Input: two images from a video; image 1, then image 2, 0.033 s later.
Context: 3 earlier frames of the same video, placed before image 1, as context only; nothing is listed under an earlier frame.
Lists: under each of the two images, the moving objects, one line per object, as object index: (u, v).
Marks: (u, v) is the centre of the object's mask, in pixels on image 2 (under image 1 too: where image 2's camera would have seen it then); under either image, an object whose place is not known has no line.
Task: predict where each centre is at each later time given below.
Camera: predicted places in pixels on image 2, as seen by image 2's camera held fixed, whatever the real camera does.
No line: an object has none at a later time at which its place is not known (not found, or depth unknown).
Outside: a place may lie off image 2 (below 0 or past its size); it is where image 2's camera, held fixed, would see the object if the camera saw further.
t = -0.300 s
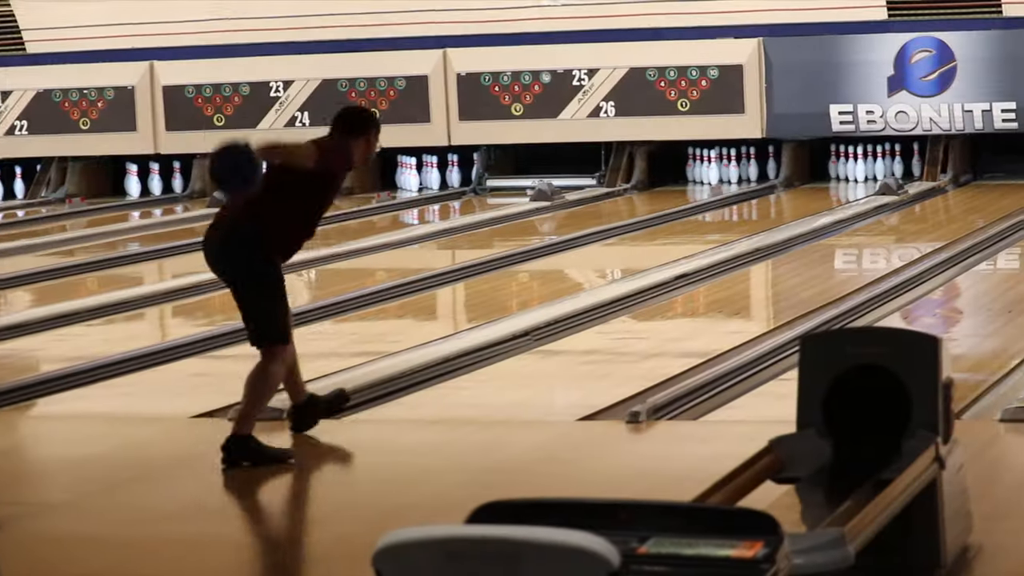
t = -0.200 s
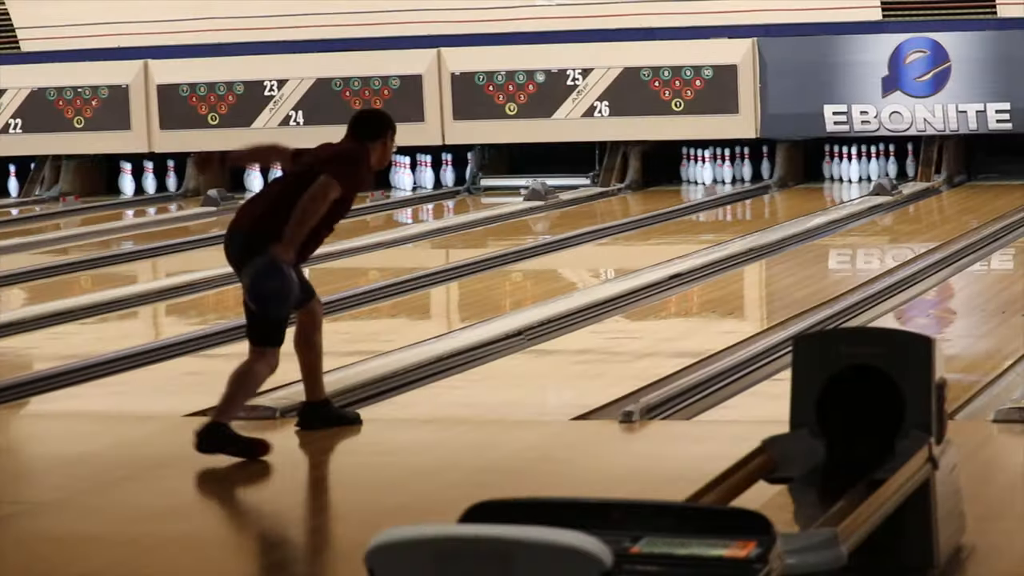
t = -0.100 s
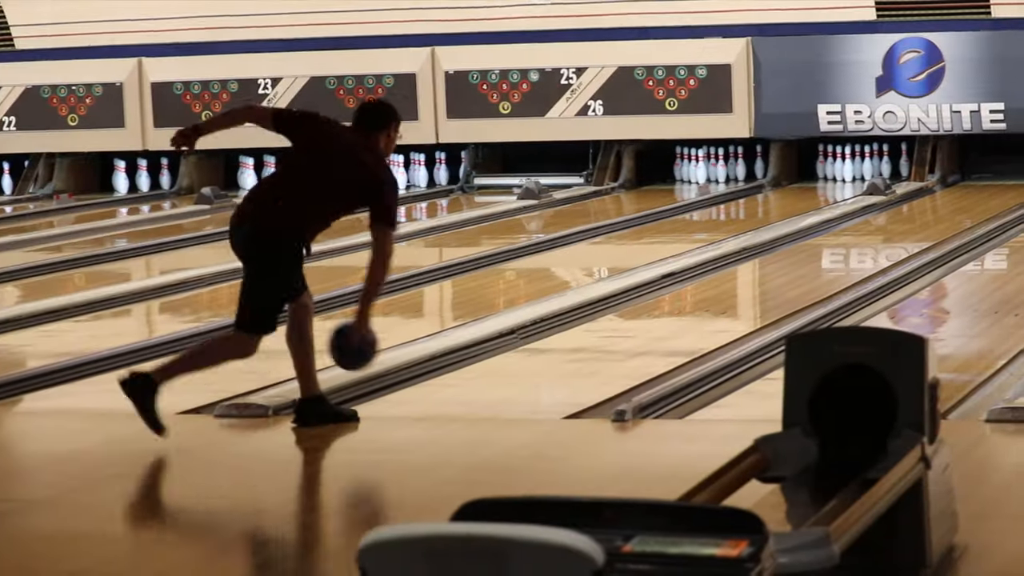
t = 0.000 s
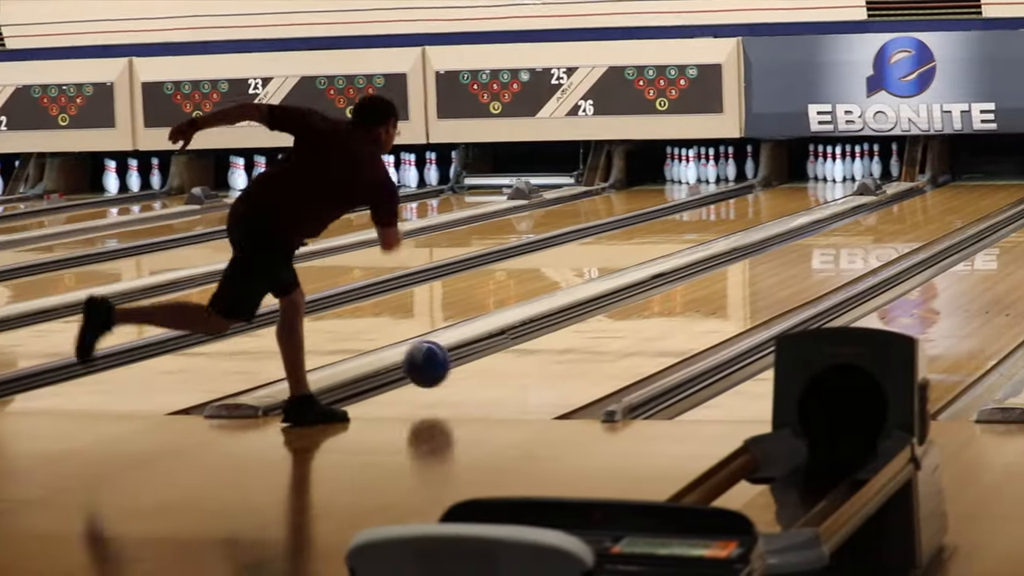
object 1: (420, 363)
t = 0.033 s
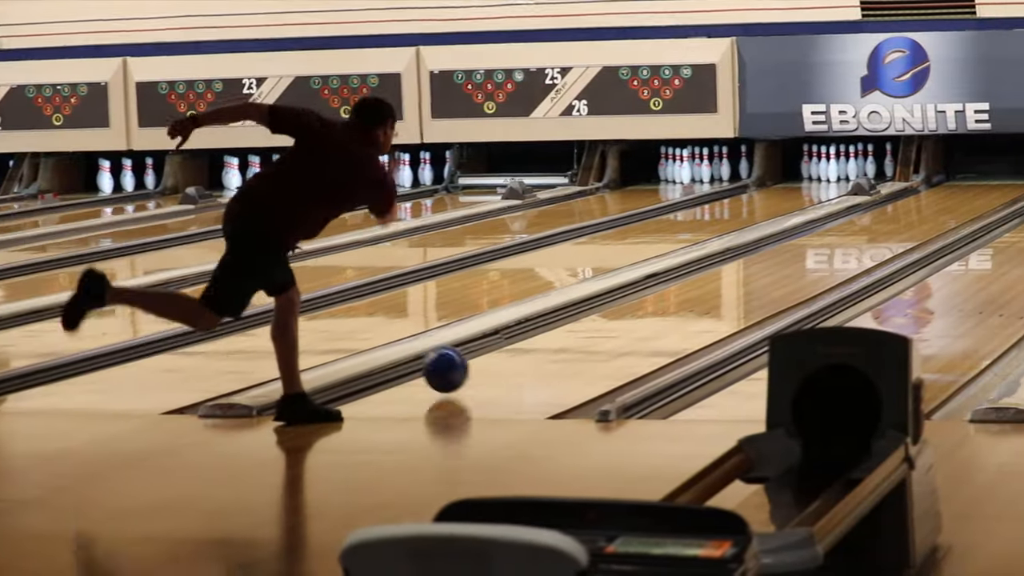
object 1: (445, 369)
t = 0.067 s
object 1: (468, 363)
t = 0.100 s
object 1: (491, 355)
